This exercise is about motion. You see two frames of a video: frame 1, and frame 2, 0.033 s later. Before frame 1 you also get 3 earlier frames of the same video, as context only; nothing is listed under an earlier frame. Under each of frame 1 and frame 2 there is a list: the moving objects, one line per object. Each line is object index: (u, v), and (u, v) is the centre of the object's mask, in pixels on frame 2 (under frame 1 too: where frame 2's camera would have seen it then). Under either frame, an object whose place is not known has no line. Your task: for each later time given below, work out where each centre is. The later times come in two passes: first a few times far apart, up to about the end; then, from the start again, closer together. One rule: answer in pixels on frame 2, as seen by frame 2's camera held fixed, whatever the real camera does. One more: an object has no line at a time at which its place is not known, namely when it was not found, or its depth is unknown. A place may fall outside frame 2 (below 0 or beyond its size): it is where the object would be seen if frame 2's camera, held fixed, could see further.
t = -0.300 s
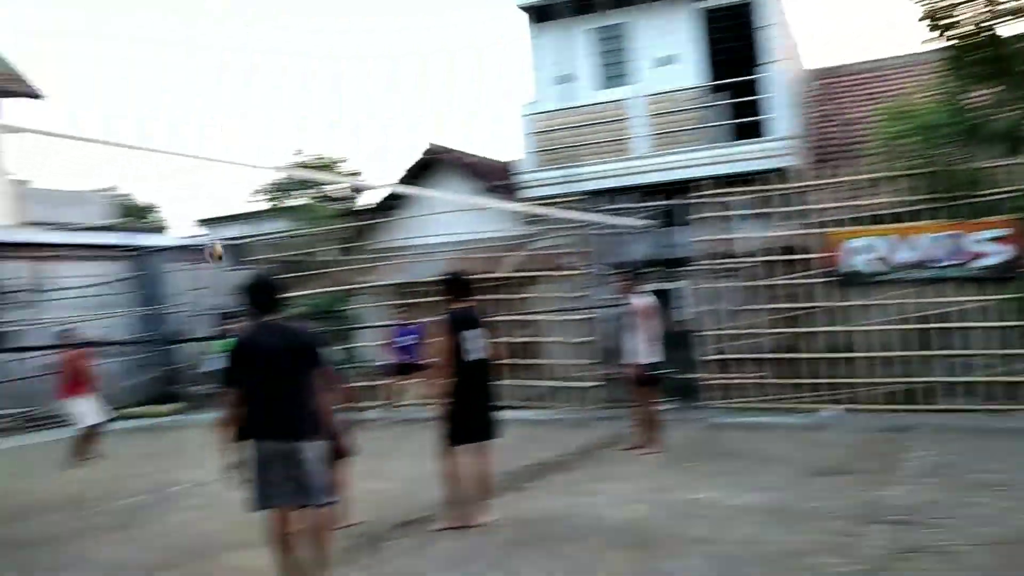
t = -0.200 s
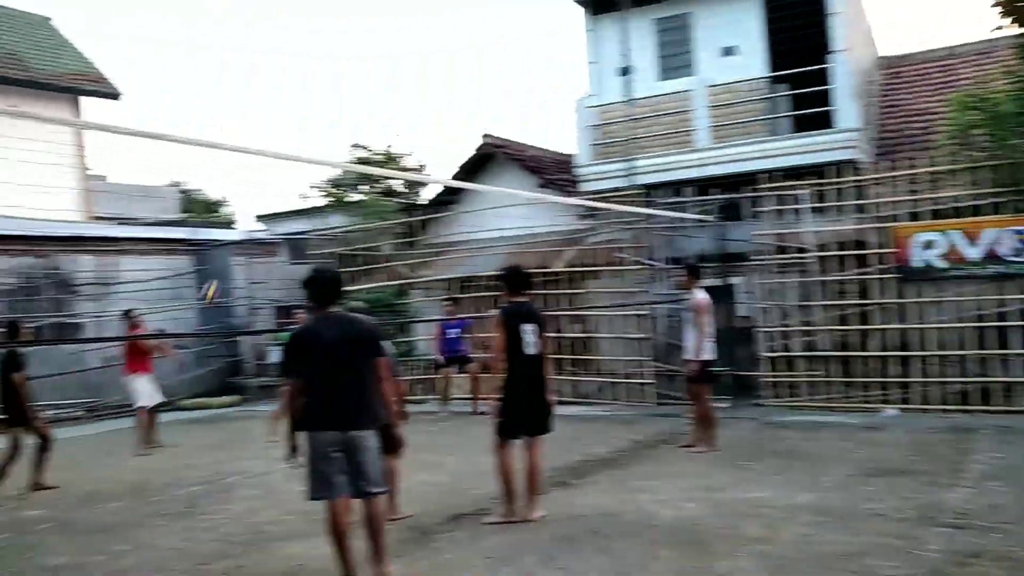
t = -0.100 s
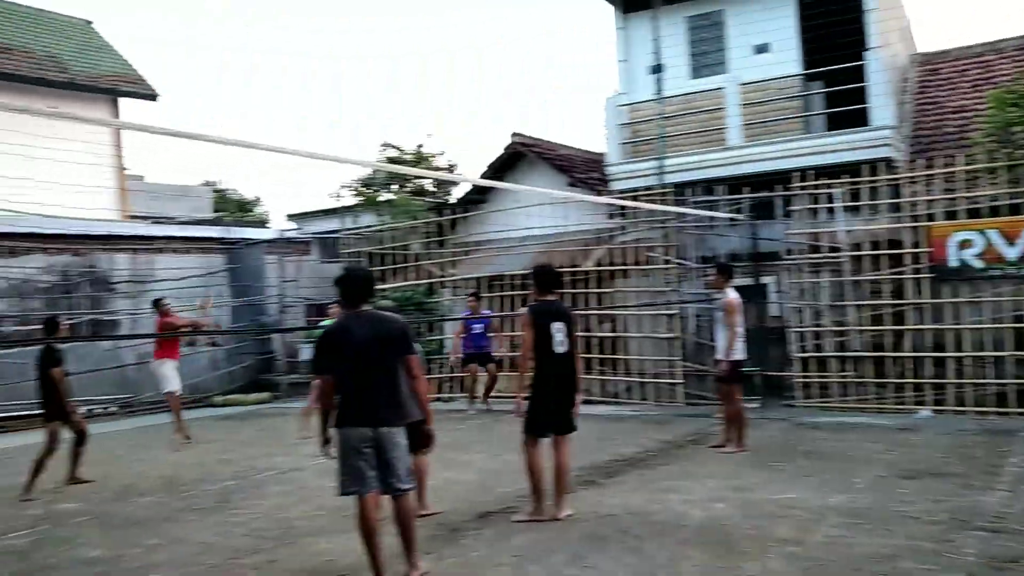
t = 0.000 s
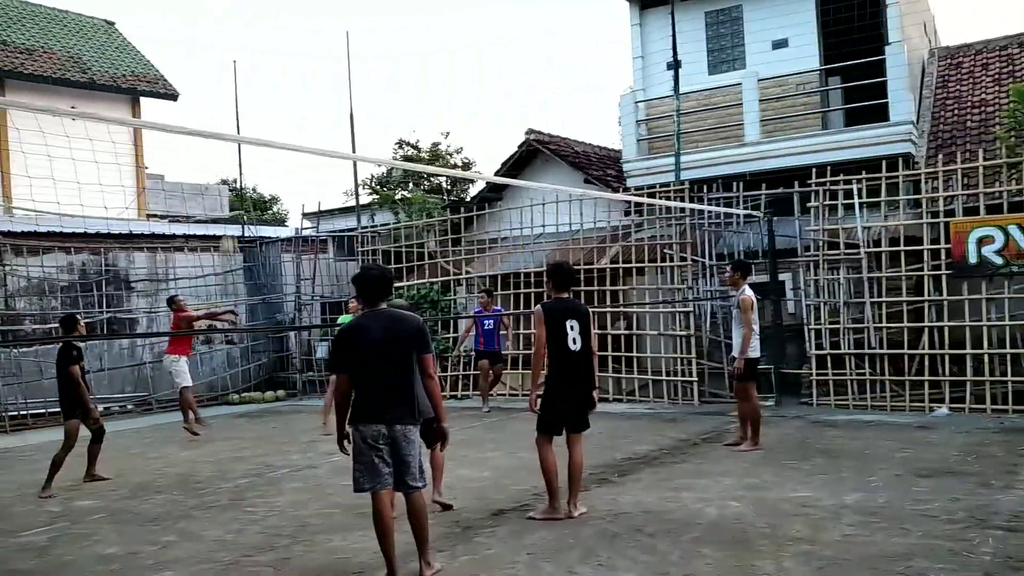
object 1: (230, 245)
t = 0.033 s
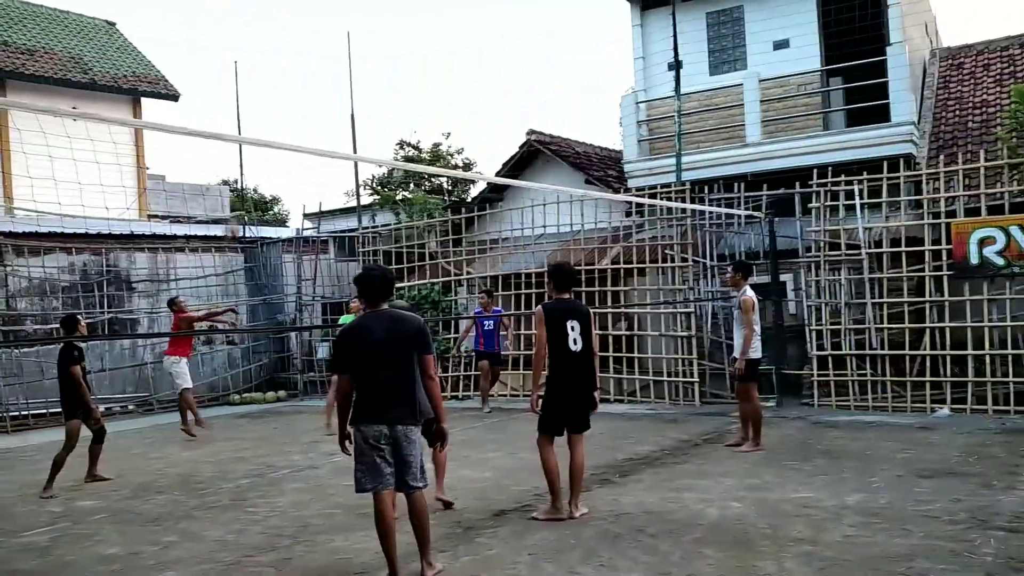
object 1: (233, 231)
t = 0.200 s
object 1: (242, 157)
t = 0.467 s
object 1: (262, 72)
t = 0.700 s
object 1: (285, 44)
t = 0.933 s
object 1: (315, 68)
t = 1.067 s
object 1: (338, 117)
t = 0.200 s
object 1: (242, 157)
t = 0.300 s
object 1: (248, 119)
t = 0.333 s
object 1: (250, 108)
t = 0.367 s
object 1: (253, 97)
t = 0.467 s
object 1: (262, 72)
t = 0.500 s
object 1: (265, 65)
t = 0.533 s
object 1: (268, 59)
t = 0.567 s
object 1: (271, 54)
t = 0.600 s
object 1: (275, 50)
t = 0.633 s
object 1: (279, 47)
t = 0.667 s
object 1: (282, 44)
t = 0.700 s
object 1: (285, 44)
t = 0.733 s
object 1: (289, 43)
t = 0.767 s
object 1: (294, 44)
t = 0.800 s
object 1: (298, 46)
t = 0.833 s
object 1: (302, 50)
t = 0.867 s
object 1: (306, 55)
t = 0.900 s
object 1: (311, 61)
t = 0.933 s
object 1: (315, 68)
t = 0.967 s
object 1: (320, 77)
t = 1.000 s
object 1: (325, 88)
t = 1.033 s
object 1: (331, 100)
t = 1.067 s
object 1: (338, 117)
